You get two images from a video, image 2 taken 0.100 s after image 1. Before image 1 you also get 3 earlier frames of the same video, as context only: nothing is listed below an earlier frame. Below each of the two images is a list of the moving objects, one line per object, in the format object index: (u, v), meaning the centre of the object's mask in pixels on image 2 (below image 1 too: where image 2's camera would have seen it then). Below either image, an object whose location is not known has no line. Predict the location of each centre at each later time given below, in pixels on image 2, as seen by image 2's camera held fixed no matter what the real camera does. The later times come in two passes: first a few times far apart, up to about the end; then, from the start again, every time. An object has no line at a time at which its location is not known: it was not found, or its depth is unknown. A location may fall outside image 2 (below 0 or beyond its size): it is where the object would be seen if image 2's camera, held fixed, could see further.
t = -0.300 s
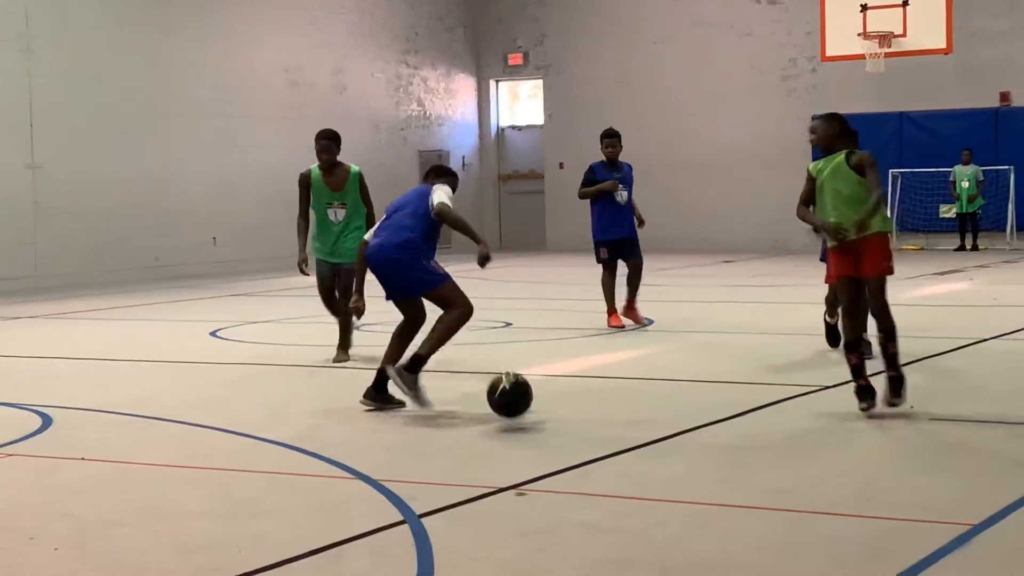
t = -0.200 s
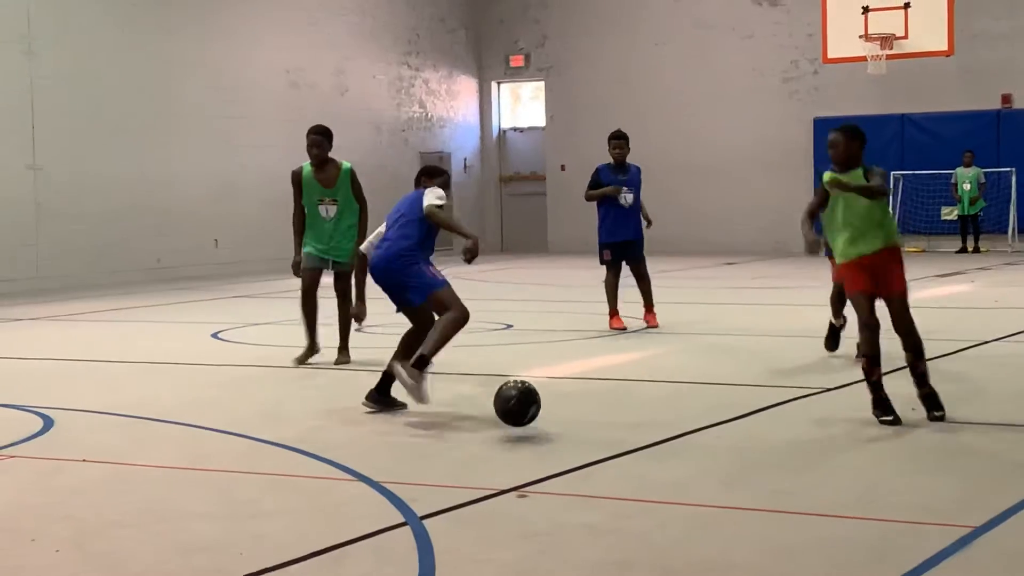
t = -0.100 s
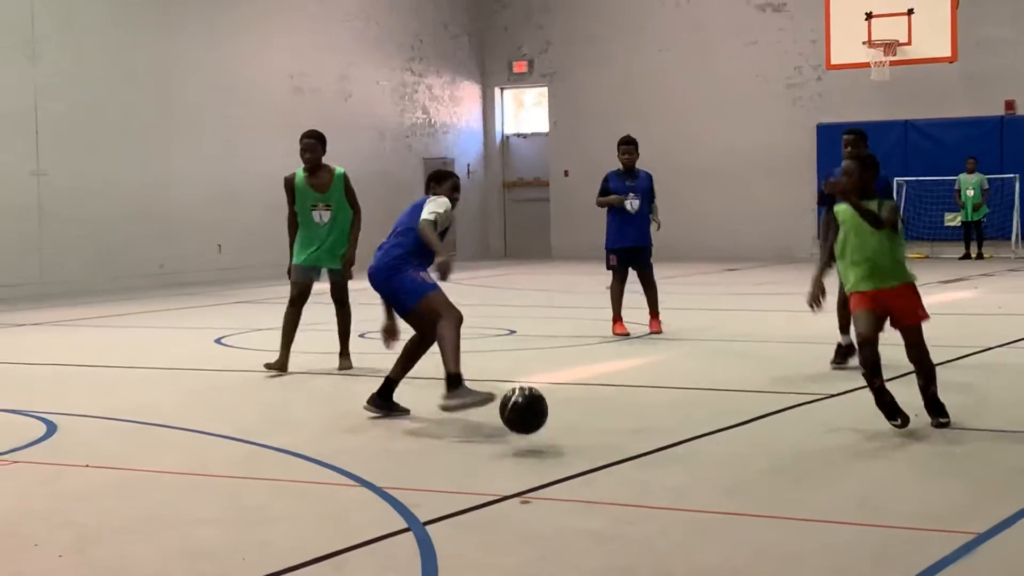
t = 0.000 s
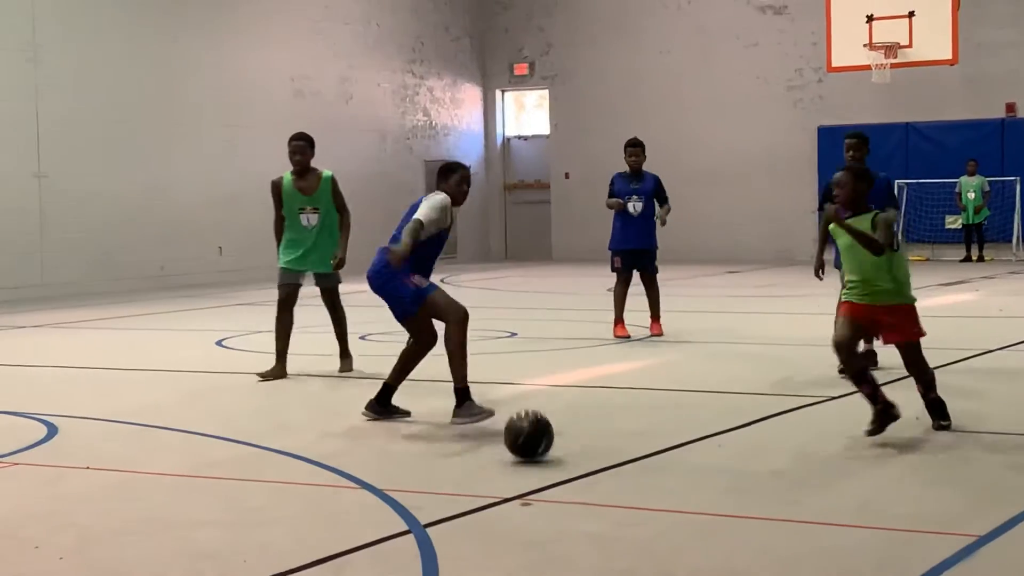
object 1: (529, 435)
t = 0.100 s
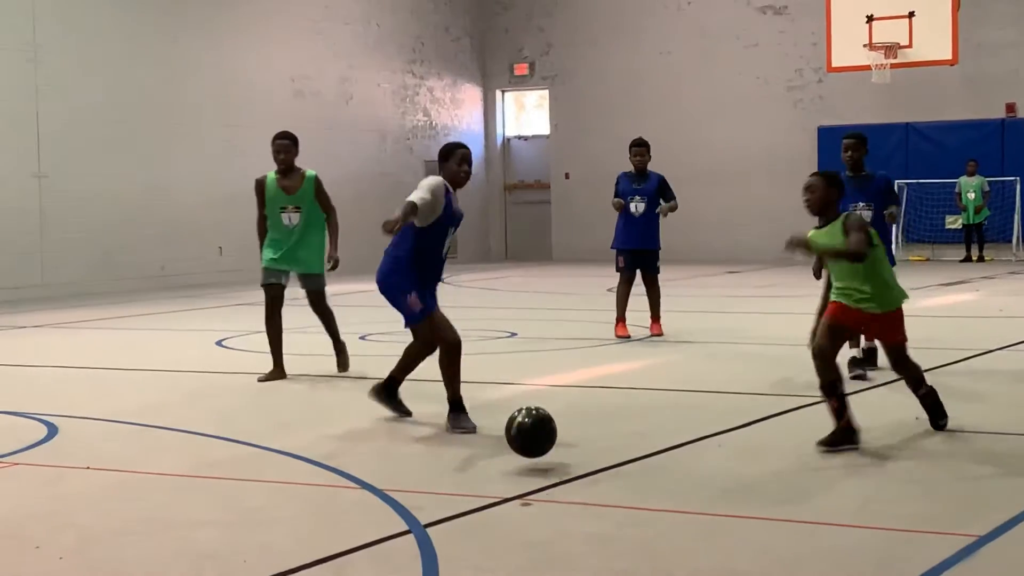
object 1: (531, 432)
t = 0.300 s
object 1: (535, 451)
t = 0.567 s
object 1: (533, 484)
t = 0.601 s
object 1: (532, 489)
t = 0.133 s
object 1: (532, 434)
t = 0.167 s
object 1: (533, 439)
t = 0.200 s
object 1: (534, 446)
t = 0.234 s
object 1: (535, 455)
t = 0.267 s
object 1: (535, 452)
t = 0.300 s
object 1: (535, 451)
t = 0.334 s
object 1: (535, 453)
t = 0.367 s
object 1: (535, 457)
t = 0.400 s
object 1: (535, 464)
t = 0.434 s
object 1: (535, 473)
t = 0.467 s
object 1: (535, 472)
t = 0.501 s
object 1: (534, 472)
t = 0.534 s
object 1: (533, 477)
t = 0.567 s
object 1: (533, 484)
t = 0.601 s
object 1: (532, 489)
